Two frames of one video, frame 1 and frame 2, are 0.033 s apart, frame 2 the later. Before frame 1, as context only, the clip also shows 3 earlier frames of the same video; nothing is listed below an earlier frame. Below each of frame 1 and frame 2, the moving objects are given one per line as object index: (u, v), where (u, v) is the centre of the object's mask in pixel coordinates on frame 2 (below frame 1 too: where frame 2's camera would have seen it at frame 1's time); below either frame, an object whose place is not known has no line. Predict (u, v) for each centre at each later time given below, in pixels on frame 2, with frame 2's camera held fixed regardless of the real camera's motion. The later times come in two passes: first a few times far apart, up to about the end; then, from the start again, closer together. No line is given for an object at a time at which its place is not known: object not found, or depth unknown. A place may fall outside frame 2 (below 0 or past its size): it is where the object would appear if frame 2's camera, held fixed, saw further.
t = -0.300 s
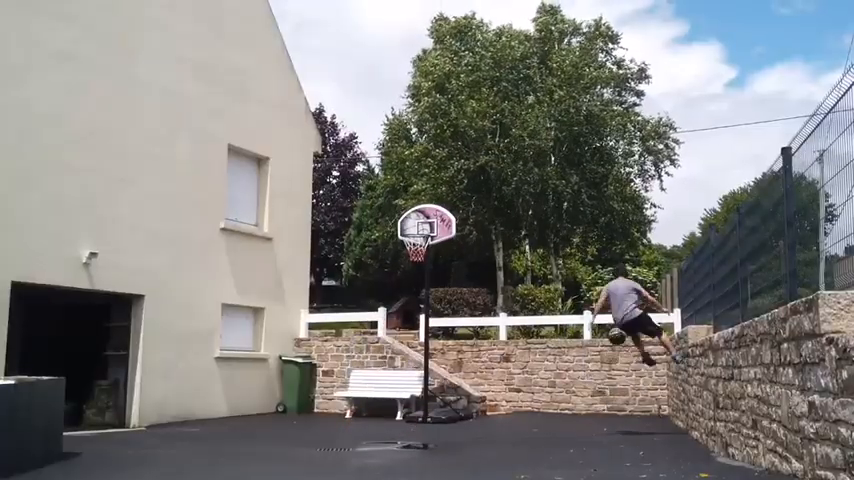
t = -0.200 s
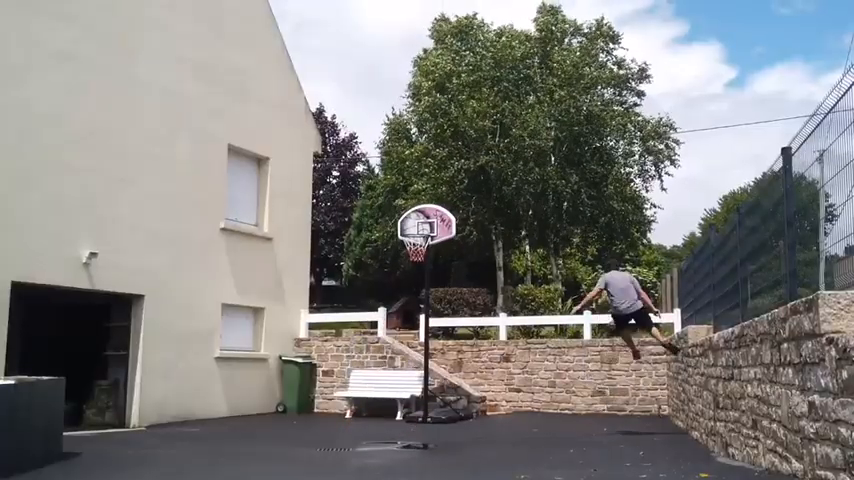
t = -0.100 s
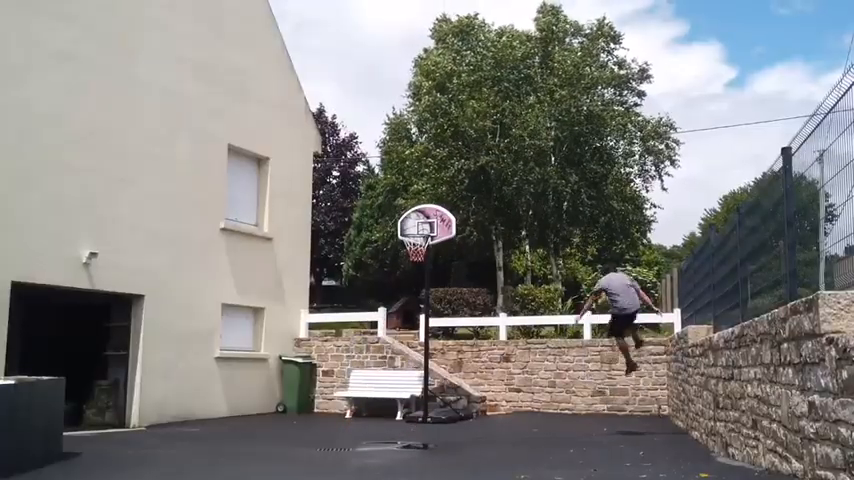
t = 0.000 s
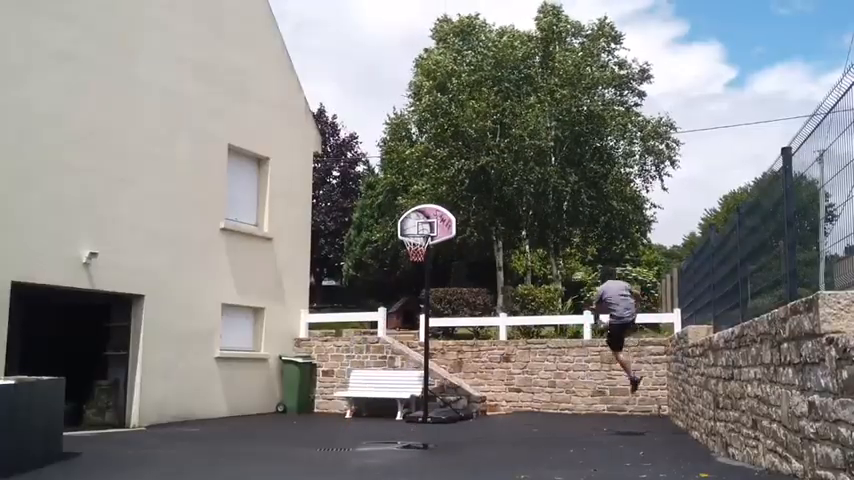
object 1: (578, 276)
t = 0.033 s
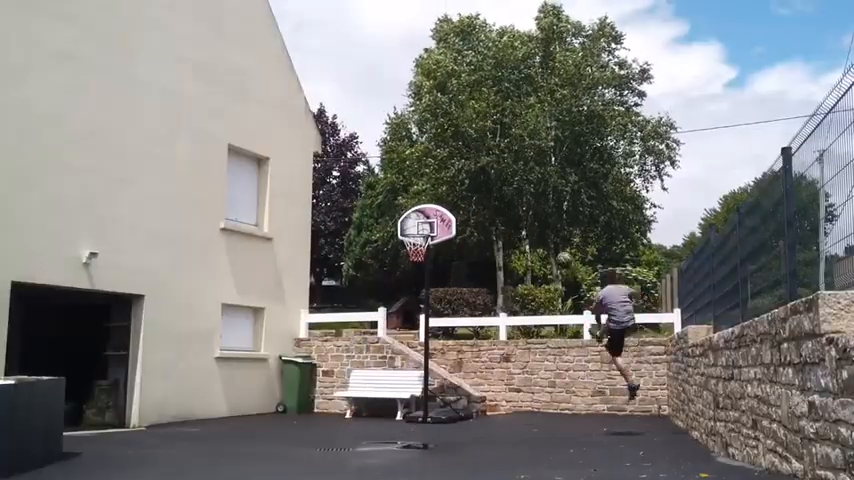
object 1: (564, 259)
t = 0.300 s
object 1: (451, 136)
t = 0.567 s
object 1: (356, 74)
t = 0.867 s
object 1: (264, 53)
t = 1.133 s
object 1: (272, 74)
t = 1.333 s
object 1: (322, 110)
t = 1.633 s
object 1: (408, 226)
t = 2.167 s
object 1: (462, 339)
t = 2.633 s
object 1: (475, 341)
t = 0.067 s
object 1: (548, 239)
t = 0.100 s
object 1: (533, 221)
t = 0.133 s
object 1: (518, 205)
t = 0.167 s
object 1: (504, 190)
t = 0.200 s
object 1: (490, 175)
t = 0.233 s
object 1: (477, 160)
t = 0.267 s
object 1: (463, 148)
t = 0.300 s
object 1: (451, 136)
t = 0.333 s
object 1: (437, 126)
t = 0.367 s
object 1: (424, 119)
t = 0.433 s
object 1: (402, 101)
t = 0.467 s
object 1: (390, 93)
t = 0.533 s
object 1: (367, 80)
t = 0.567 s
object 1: (356, 74)
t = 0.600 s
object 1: (346, 69)
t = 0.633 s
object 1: (335, 65)
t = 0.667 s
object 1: (324, 62)
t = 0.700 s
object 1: (314, 58)
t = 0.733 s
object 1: (304, 56)
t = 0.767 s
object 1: (293, 55)
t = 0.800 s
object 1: (283, 54)
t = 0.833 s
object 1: (273, 53)
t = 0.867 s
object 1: (264, 53)
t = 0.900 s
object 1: (254, 54)
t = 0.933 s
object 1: (244, 55)
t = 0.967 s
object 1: (235, 57)
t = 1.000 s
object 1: (236, 59)
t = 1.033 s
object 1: (245, 62)
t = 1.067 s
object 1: (254, 65)
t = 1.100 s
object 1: (263, 69)
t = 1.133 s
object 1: (272, 74)
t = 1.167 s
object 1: (280, 79)
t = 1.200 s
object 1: (289, 85)
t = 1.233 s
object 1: (298, 92)
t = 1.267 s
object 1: (307, 99)
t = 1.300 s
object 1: (316, 104)
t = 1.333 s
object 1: (322, 110)
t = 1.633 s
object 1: (408, 226)
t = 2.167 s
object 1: (462, 339)
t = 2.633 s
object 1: (475, 341)
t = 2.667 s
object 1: (475, 337)
